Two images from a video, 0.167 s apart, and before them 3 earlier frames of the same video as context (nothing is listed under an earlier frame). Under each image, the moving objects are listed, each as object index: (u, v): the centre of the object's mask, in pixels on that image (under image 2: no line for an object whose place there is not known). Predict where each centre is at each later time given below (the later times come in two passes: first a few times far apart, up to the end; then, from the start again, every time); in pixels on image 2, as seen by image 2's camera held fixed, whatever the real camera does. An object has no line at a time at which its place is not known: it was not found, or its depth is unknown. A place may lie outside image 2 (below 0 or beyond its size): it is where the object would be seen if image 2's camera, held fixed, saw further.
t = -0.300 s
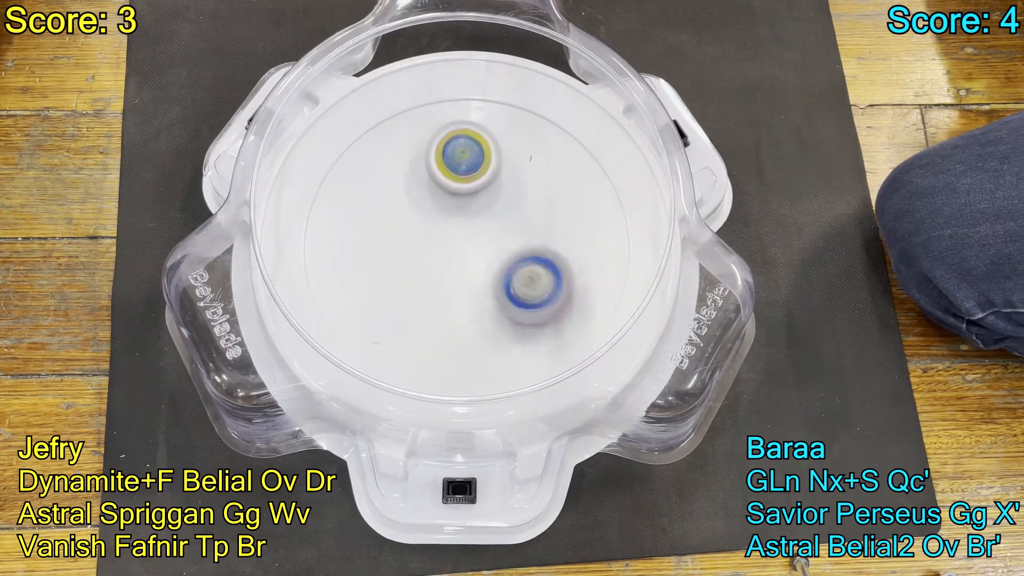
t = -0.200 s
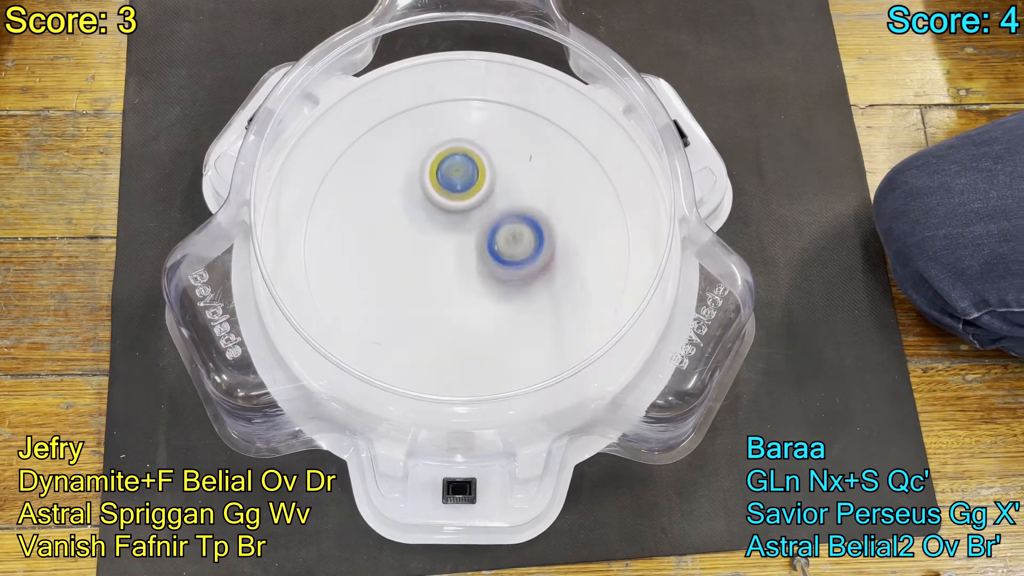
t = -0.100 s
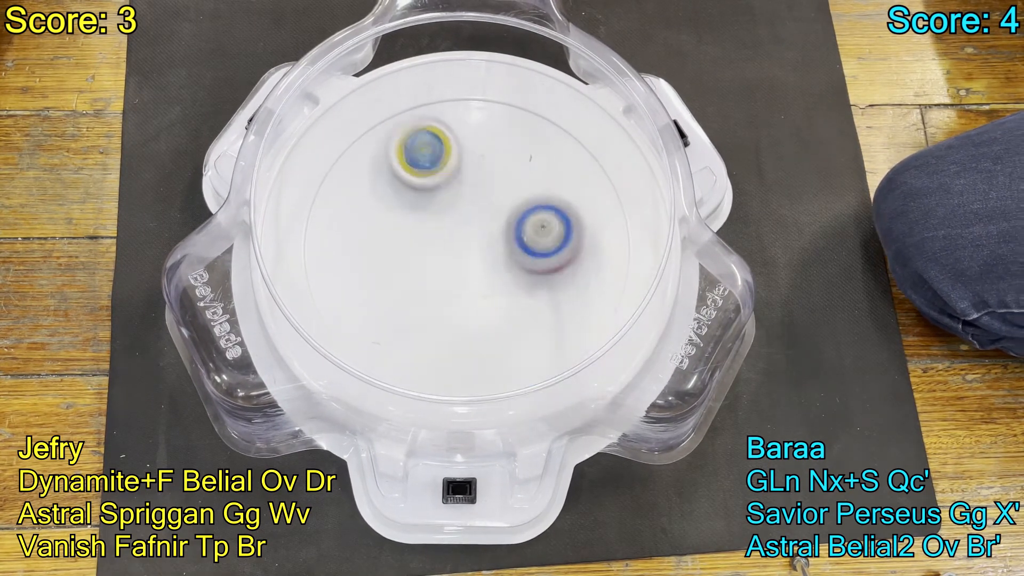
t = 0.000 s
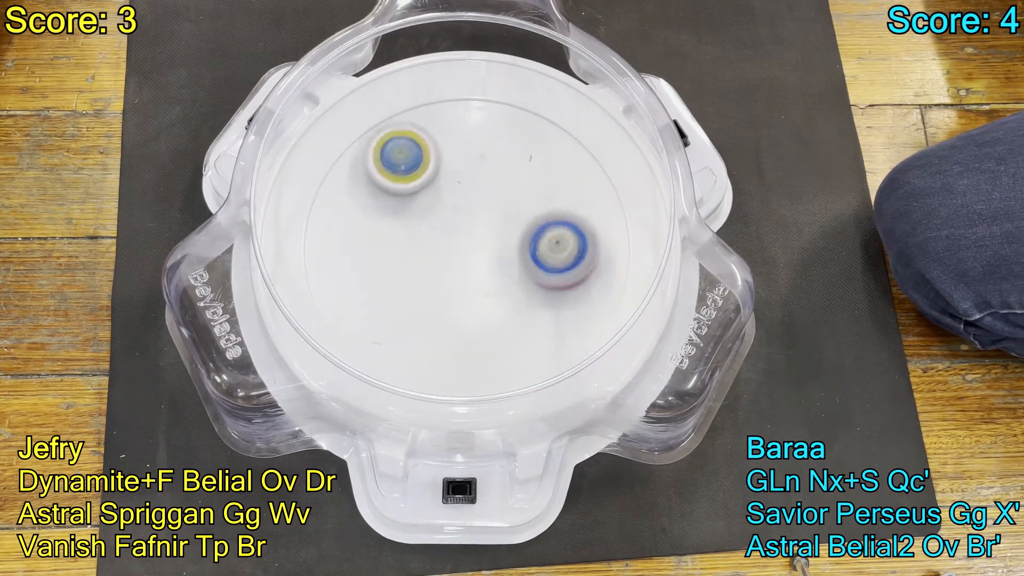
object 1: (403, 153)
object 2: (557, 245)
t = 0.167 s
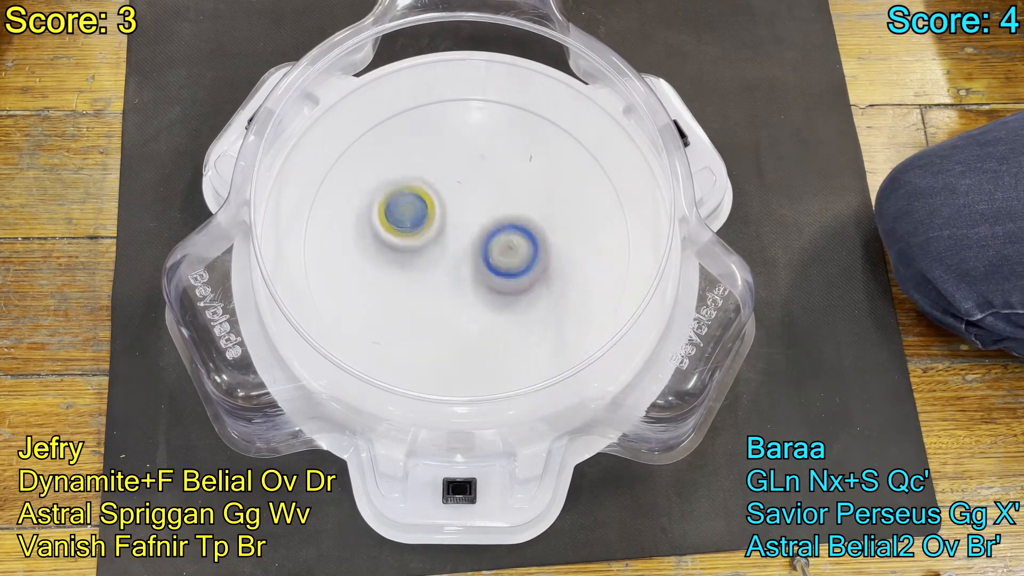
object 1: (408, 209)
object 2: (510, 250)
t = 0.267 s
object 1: (378, 226)
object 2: (534, 232)
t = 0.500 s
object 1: (346, 231)
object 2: (552, 293)
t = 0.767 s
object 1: (335, 273)
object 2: (533, 225)
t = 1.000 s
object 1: (376, 274)
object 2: (590, 247)
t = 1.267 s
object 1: (362, 142)
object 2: (614, 282)
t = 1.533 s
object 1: (398, 192)
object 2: (525, 293)
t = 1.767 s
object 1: (435, 211)
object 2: (524, 198)
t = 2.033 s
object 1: (441, 211)
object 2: (574, 186)
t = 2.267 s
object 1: (419, 227)
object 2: (508, 203)
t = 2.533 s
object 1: (434, 217)
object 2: (504, 167)
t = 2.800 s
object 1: (419, 235)
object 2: (513, 219)
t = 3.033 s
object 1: (343, 265)
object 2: (517, 239)
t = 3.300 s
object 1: (435, 291)
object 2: (470, 218)
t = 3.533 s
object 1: (507, 244)
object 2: (508, 168)
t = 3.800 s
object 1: (497, 258)
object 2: (538, 193)
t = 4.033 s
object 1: (466, 272)
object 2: (493, 197)
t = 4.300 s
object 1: (451, 268)
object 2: (453, 169)
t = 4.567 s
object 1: (441, 272)
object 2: (449, 184)
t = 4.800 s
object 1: (446, 323)
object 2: (463, 167)
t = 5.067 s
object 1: (482, 323)
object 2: (488, 214)
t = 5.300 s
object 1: (517, 324)
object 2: (432, 210)
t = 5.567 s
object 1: (532, 283)
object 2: (436, 153)
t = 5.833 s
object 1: (525, 283)
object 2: (447, 170)
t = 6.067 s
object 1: (521, 291)
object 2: (433, 176)
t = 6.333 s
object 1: (488, 263)
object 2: (414, 227)
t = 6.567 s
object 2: (376, 223)
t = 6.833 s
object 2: (404, 231)
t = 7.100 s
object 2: (430, 252)
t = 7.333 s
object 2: (436, 283)
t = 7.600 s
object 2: (452, 280)
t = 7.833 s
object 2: (464, 275)
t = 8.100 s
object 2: (469, 280)
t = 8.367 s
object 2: (490, 252)
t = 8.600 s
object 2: (502, 256)
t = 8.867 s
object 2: (502, 269)
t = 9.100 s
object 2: (494, 288)
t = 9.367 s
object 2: (487, 251)
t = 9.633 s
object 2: (498, 215)
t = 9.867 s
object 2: (502, 202)
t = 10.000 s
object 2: (512, 193)
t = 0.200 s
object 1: (418, 222)
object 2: (500, 240)
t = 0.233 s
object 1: (404, 228)
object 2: (510, 233)
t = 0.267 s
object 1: (378, 226)
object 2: (534, 232)
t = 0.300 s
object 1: (355, 224)
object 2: (551, 234)
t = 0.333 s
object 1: (342, 223)
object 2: (562, 239)
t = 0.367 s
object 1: (337, 222)
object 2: (571, 249)
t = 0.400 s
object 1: (336, 222)
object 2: (574, 261)
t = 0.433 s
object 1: (338, 223)
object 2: (573, 273)
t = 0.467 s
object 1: (341, 226)
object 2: (565, 285)
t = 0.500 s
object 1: (346, 231)
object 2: (552, 293)
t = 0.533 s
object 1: (351, 238)
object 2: (538, 298)
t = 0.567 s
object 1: (359, 245)
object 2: (522, 297)
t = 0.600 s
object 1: (371, 254)
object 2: (505, 291)
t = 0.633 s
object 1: (386, 262)
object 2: (491, 280)
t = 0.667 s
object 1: (402, 270)
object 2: (482, 267)
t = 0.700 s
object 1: (373, 274)
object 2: (501, 250)
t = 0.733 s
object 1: (353, 274)
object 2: (518, 237)
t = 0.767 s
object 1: (335, 273)
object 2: (533, 225)
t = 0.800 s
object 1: (322, 270)
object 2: (547, 220)
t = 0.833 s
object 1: (319, 267)
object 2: (559, 216)
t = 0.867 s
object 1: (323, 265)
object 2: (572, 217)
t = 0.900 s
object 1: (331, 265)
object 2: (583, 221)
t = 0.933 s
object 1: (342, 268)
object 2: (590, 227)
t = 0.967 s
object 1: (356, 271)
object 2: (593, 236)
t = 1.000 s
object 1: (376, 274)
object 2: (590, 247)
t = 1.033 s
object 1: (393, 273)
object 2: (582, 255)
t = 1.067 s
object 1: (415, 268)
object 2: (568, 260)
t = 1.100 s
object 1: (440, 258)
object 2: (553, 262)
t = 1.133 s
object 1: (457, 246)
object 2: (537, 259)
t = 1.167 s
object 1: (440, 220)
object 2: (564, 261)
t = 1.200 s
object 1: (408, 190)
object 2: (594, 266)
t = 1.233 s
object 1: (385, 167)
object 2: (607, 273)
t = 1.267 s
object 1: (362, 142)
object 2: (614, 282)
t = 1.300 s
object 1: (360, 133)
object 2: (599, 293)
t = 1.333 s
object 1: (362, 133)
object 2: (587, 301)
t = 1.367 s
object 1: (365, 139)
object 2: (578, 308)
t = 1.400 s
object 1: (369, 147)
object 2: (569, 312)
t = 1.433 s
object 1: (375, 161)
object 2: (558, 314)
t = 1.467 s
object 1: (381, 170)
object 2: (546, 310)
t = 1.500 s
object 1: (390, 182)
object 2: (534, 302)
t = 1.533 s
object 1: (398, 192)
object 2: (525, 293)
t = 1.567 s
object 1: (406, 200)
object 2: (517, 281)
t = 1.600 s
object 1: (415, 206)
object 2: (512, 265)
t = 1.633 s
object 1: (424, 210)
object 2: (509, 251)
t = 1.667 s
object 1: (431, 212)
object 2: (508, 237)
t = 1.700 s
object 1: (434, 212)
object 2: (512, 222)
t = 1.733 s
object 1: (434, 211)
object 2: (518, 209)
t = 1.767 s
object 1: (435, 211)
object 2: (524, 198)
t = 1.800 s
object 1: (435, 210)
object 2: (531, 186)
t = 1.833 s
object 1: (435, 209)
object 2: (539, 178)
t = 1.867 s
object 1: (436, 209)
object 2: (548, 172)
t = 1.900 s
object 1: (437, 208)
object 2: (557, 168)
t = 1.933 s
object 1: (438, 209)
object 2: (566, 168)
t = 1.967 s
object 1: (439, 209)
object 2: (572, 171)
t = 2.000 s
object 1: (441, 210)
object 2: (576, 179)
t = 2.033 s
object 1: (441, 211)
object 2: (574, 186)
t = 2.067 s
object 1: (440, 212)
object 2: (568, 196)
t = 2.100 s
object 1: (440, 213)
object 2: (556, 203)
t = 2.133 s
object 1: (440, 215)
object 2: (544, 208)
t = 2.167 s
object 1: (440, 217)
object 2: (531, 210)
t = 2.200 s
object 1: (440, 219)
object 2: (516, 211)
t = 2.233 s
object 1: (429, 224)
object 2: (513, 207)
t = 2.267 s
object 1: (419, 227)
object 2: (508, 203)
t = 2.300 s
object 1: (414, 231)
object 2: (502, 196)
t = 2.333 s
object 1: (413, 232)
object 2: (497, 189)
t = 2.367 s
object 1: (413, 232)
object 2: (494, 182)
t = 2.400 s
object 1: (417, 232)
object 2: (493, 174)
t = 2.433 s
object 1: (420, 229)
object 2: (495, 168)
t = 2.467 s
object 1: (424, 226)
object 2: (498, 165)
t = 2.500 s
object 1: (429, 222)
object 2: (501, 165)
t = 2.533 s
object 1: (434, 217)
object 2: (504, 167)
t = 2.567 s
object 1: (438, 213)
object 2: (505, 172)
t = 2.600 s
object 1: (427, 217)
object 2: (516, 170)
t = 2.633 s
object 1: (418, 223)
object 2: (524, 174)
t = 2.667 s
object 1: (413, 226)
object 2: (529, 181)
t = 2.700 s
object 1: (411, 230)
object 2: (531, 191)
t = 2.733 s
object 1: (413, 232)
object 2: (528, 201)
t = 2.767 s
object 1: (417, 234)
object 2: (522, 211)
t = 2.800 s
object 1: (419, 235)
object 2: (513, 219)
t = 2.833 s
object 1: (423, 235)
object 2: (503, 225)
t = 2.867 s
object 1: (407, 239)
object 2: (505, 226)
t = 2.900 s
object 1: (378, 246)
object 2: (515, 227)
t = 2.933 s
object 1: (359, 250)
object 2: (518, 229)
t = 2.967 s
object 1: (347, 256)
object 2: (519, 232)
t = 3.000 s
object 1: (342, 260)
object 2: (519, 236)
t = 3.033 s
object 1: (343, 265)
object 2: (517, 239)
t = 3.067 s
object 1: (346, 270)
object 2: (514, 243)
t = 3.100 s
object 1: (353, 276)
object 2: (507, 246)
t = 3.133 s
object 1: (361, 281)
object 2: (500, 247)
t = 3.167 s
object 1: (372, 287)
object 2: (492, 245)
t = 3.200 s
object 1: (386, 289)
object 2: (483, 242)
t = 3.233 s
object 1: (402, 291)
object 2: (477, 237)
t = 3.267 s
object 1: (416, 289)
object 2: (472, 231)
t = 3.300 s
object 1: (435, 291)
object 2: (470, 218)
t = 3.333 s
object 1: (448, 293)
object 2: (470, 205)
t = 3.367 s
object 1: (463, 290)
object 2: (474, 195)
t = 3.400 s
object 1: (477, 284)
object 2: (479, 186)
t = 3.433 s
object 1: (488, 276)
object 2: (485, 178)
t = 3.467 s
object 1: (496, 267)
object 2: (492, 173)
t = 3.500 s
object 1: (504, 254)
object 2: (500, 170)
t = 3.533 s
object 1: (507, 244)
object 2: (508, 168)
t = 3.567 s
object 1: (505, 250)
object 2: (518, 158)
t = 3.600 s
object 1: (501, 256)
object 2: (528, 153)
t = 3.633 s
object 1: (500, 261)
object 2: (537, 154)
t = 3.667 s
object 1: (498, 263)
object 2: (542, 158)
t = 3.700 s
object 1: (497, 263)
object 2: (547, 165)
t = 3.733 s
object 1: (498, 262)
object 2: (548, 175)
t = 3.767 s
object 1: (499, 261)
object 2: (544, 183)
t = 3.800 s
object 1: (497, 258)
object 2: (538, 193)
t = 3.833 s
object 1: (492, 260)
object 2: (535, 197)
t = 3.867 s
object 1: (483, 265)
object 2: (531, 198)
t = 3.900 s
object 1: (476, 267)
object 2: (524, 199)
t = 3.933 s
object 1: (473, 269)
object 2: (517, 201)
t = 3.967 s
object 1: (472, 272)
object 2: (509, 199)
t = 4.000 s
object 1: (468, 271)
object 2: (501, 197)
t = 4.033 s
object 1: (466, 272)
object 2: (493, 197)
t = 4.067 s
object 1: (464, 272)
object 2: (486, 195)
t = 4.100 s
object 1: (462, 272)
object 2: (478, 191)
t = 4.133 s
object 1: (460, 272)
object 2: (472, 187)
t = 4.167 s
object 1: (459, 272)
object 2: (467, 183)
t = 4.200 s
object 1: (456, 270)
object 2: (462, 179)
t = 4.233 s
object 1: (454, 270)
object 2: (458, 173)
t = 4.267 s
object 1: (453, 269)
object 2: (456, 172)
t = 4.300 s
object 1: (451, 268)
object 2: (453, 169)
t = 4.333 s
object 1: (450, 268)
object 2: (453, 169)
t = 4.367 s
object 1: (448, 266)
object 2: (454, 169)
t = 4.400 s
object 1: (447, 265)
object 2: (453, 172)
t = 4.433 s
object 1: (445, 263)
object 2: (453, 176)
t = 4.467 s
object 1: (443, 262)
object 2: (451, 181)
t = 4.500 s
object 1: (443, 264)
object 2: (449, 184)
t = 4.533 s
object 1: (441, 269)
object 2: (448, 183)
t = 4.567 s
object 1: (441, 272)
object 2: (449, 184)
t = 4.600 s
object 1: (441, 273)
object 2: (448, 192)
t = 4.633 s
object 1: (441, 273)
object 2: (449, 189)
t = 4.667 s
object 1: (443, 271)
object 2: (448, 199)
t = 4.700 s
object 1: (442, 281)
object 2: (448, 189)
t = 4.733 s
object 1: (441, 300)
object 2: (451, 178)
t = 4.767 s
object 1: (442, 313)
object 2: (456, 172)
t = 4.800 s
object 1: (446, 323)
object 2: (463, 167)
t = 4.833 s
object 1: (452, 328)
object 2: (471, 166)
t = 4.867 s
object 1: (457, 329)
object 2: (478, 167)
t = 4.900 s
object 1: (462, 330)
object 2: (485, 171)
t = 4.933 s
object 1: (466, 330)
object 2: (491, 178)
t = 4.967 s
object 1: (470, 329)
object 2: (494, 185)
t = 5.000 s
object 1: (474, 328)
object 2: (494, 195)
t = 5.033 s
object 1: (478, 326)
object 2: (493, 204)
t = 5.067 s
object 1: (482, 323)
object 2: (488, 214)
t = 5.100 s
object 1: (485, 320)
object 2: (483, 222)
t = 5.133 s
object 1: (488, 316)
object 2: (477, 231)
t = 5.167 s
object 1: (491, 312)
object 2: (470, 237)
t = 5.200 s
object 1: (494, 312)
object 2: (460, 239)
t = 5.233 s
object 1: (500, 322)
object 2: (447, 227)
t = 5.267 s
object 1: (508, 325)
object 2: (439, 219)
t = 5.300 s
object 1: (517, 324)
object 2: (432, 210)
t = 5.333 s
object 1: (521, 321)
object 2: (426, 201)
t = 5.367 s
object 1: (526, 316)
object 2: (423, 191)
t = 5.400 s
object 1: (529, 311)
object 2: (420, 182)
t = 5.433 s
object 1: (531, 306)
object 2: (419, 172)
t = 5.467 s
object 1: (532, 300)
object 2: (420, 165)
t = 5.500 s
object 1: (532, 294)
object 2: (425, 159)
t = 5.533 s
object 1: (532, 288)
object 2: (430, 154)
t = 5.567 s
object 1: (532, 283)
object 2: (436, 153)
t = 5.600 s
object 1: (530, 275)
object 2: (444, 153)
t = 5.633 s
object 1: (526, 269)
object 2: (453, 157)
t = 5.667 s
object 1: (522, 263)
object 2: (458, 163)
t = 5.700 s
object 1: (518, 256)
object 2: (463, 171)
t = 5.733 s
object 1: (511, 249)
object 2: (467, 180)
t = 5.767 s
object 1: (509, 251)
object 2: (463, 181)
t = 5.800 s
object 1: (519, 269)
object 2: (453, 174)
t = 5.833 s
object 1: (525, 283)
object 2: (447, 170)
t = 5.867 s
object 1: (529, 292)
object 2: (442, 166)
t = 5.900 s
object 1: (529, 298)
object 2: (440, 165)
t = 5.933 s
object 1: (527, 299)
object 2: (437, 165)
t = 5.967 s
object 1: (526, 298)
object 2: (435, 165)
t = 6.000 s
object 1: (526, 295)
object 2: (434, 167)
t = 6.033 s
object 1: (524, 293)
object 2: (434, 171)
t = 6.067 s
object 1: (521, 291)
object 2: (433, 176)
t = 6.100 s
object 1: (519, 288)
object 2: (431, 181)
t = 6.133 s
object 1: (515, 285)
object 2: (429, 188)
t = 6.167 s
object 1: (511, 282)
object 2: (427, 194)
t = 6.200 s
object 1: (508, 279)
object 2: (424, 201)
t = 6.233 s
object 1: (505, 275)
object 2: (421, 208)
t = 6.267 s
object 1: (501, 271)
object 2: (419, 214)
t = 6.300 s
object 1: (494, 267)
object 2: (416, 221)
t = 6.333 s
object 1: (488, 263)
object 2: (414, 227)
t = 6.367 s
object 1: (488, 263)
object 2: (406, 231)
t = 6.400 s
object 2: (397, 231)
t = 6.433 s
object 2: (390, 231)
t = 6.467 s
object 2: (384, 230)
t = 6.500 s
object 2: (379, 228)
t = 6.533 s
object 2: (376, 225)
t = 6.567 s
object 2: (376, 223)
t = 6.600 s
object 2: (379, 222)
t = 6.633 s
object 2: (383, 221)
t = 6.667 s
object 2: (388, 221)
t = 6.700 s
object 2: (394, 223)
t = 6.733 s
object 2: (397, 225)
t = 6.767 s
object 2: (399, 226)
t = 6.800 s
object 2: (402, 228)
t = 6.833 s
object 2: (404, 231)
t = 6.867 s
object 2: (404, 231)
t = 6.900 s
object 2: (406, 233)
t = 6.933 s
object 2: (409, 235)
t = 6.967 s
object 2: (412, 235)
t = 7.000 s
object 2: (416, 240)
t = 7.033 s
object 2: (421, 244)
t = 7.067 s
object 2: (426, 248)
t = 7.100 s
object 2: (430, 252)
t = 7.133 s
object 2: (432, 258)
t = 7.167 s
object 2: (432, 264)
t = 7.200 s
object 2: (433, 269)
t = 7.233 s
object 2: (435, 273)
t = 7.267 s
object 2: (435, 277)
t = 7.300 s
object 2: (436, 280)
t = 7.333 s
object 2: (436, 283)
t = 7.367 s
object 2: (437, 284)
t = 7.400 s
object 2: (438, 284)
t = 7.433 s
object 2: (440, 284)
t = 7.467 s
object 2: (442, 283)
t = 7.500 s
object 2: (444, 283)
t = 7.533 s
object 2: (447, 280)
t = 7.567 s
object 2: (450, 280)
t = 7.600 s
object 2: (452, 280)
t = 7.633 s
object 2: (455, 280)
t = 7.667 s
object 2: (457, 279)
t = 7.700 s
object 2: (459, 279)
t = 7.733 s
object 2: (459, 279)
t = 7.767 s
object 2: (459, 278)
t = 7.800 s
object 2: (461, 276)
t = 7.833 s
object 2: (464, 275)
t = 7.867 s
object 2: (466, 279)
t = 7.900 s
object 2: (466, 281)
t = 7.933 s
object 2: (467, 283)
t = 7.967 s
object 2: (468, 284)
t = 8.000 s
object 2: (468, 283)
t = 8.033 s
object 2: (468, 283)
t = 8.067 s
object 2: (468, 282)
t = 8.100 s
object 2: (469, 280)
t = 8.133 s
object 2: (469, 276)
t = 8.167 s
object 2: (471, 273)
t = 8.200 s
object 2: (473, 269)
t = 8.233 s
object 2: (476, 265)
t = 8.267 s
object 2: (478, 261)
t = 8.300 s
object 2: (482, 257)
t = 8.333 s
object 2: (485, 254)
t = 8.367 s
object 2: (490, 252)
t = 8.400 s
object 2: (495, 253)
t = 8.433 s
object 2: (499, 254)
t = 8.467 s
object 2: (500, 255)
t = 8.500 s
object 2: (502, 255)
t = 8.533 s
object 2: (502, 256)
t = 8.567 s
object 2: (502, 255)
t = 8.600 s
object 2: (502, 256)
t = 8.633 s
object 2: (500, 255)
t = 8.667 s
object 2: (498, 255)
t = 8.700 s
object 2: (498, 256)
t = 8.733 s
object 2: (498, 259)
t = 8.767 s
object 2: (498, 261)
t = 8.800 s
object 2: (497, 263)
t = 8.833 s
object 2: (497, 264)
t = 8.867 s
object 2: (502, 269)
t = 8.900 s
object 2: (503, 274)
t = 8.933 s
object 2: (505, 279)
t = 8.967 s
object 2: (505, 283)
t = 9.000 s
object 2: (503, 286)
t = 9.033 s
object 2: (501, 289)
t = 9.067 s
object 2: (497, 289)
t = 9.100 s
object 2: (494, 288)
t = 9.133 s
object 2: (489, 284)
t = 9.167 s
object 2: (485, 280)
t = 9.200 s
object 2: (482, 276)
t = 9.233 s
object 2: (483, 272)
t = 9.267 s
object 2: (484, 268)
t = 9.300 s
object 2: (485, 262)
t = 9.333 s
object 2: (486, 258)
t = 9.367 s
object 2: (487, 251)
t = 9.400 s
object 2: (488, 248)
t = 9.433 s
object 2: (490, 241)
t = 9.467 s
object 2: (490, 238)
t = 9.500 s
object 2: (493, 232)
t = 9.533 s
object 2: (493, 228)
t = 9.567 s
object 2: (496, 223)
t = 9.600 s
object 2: (496, 219)
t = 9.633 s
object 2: (498, 215)
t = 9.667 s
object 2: (498, 212)
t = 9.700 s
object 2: (499, 210)
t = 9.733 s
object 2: (500, 208)
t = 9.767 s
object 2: (500, 208)
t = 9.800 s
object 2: (500, 206)
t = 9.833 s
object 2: (499, 206)
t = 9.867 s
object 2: (502, 202)
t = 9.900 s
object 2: (504, 198)
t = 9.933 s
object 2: (508, 195)
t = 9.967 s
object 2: (510, 194)
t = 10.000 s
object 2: (512, 193)
